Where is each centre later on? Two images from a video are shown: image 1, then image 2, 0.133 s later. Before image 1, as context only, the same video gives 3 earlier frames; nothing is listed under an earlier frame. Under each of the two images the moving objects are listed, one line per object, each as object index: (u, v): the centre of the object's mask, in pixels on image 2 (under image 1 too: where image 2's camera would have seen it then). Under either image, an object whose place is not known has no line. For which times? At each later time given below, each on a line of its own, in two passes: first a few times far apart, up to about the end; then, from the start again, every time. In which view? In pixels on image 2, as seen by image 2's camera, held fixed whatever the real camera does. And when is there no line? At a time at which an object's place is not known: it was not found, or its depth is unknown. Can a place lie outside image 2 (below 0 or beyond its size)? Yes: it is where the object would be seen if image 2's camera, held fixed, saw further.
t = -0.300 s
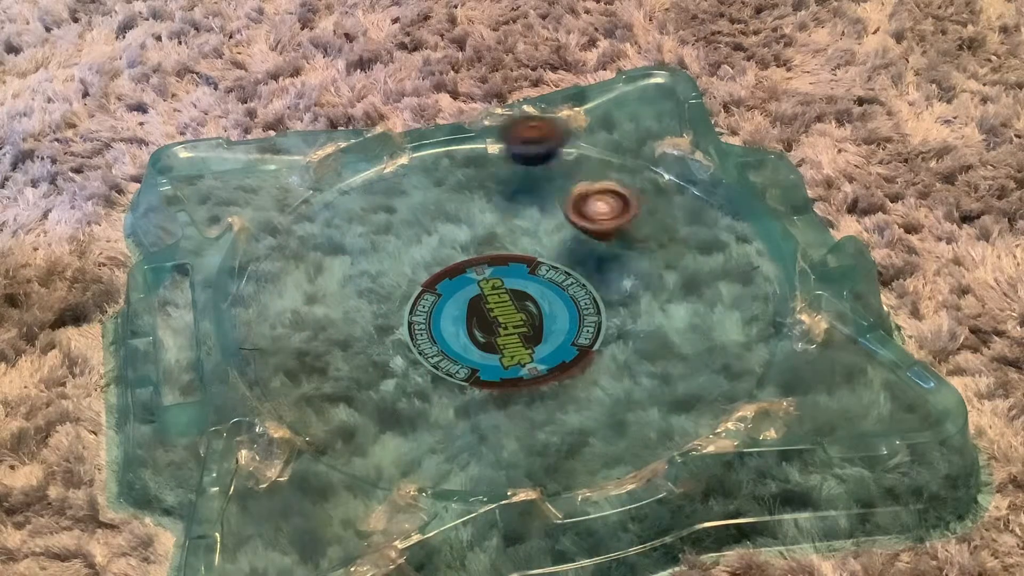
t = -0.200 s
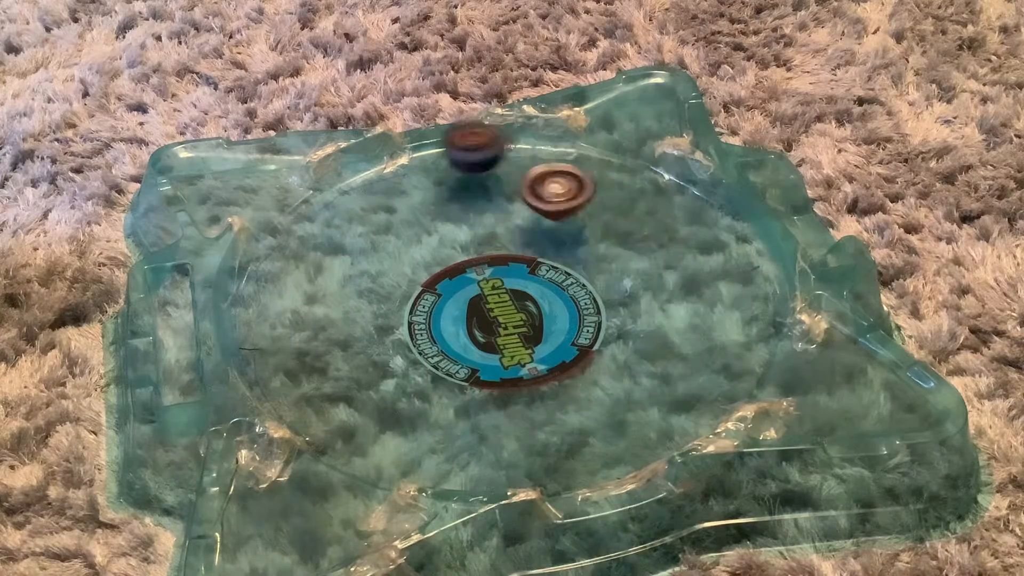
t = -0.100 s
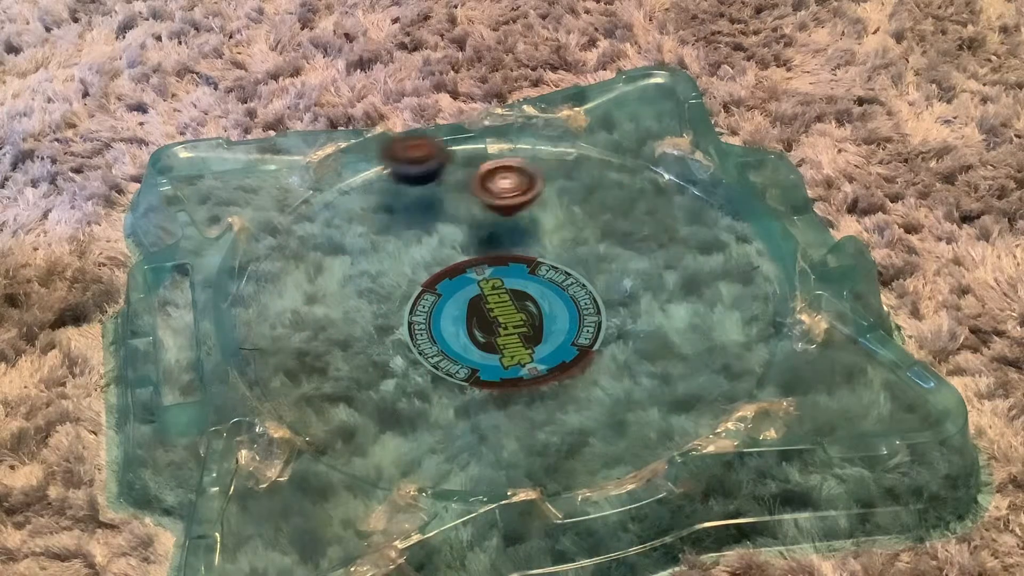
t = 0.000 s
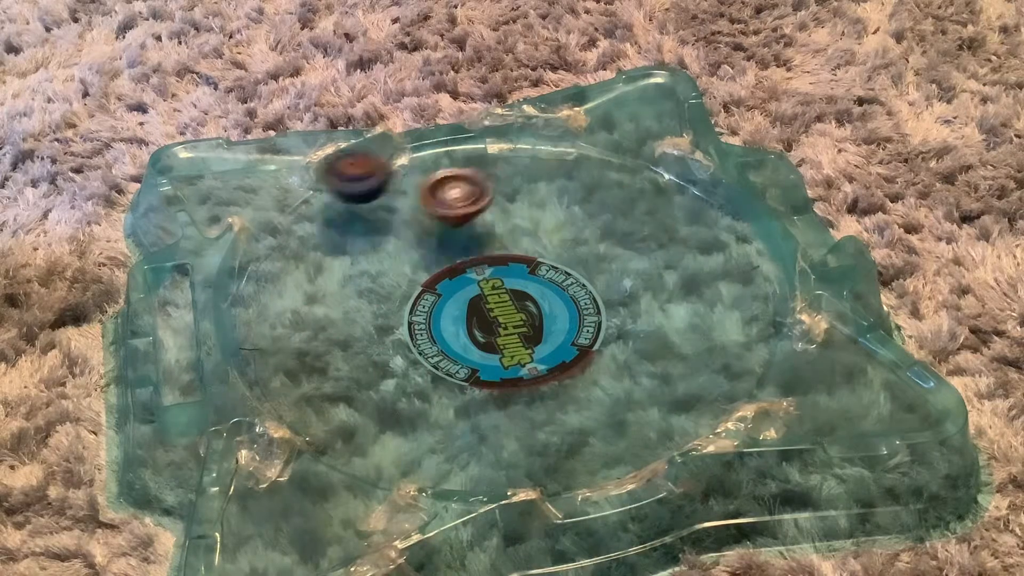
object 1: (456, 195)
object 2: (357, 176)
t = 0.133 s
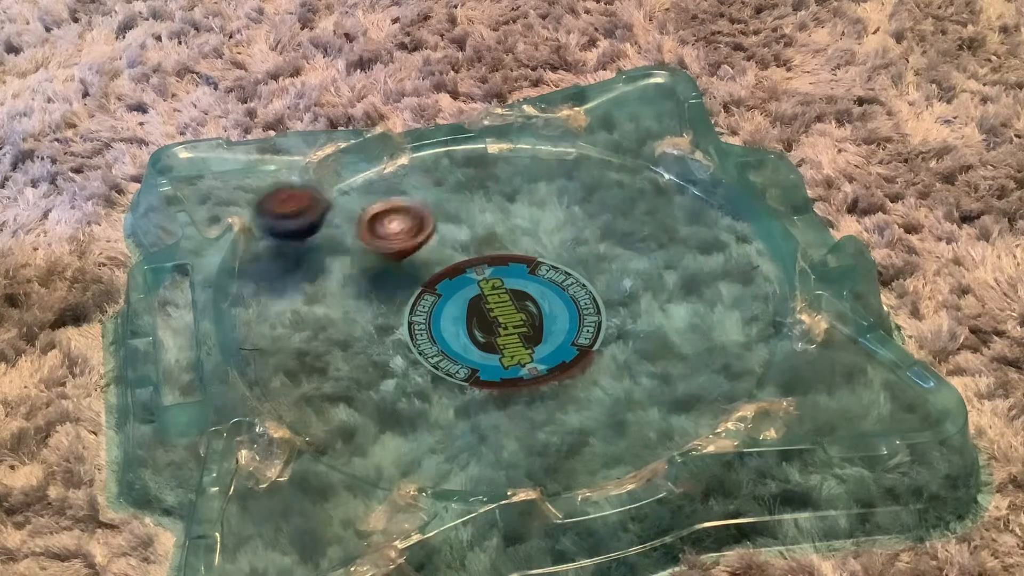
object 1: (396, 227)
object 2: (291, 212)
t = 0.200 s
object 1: (376, 251)
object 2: (283, 240)
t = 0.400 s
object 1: (408, 325)
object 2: (265, 322)
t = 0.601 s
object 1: (512, 355)
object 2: (338, 402)
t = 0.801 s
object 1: (581, 324)
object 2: (478, 425)
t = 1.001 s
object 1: (581, 289)
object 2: (608, 393)
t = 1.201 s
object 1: (549, 273)
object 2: (689, 322)
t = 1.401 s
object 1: (516, 273)
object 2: (677, 244)
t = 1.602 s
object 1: (491, 285)
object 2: (611, 191)
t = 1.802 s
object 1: (478, 298)
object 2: (519, 172)
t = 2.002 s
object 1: (475, 305)
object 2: (421, 186)
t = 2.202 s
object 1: (475, 308)
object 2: (344, 231)
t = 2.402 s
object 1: (480, 307)
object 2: (323, 295)
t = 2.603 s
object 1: (482, 298)
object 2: (349, 350)
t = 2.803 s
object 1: (505, 274)
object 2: (470, 372)
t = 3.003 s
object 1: (521, 263)
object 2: (590, 367)
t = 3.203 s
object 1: (511, 267)
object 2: (634, 299)
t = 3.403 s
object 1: (504, 281)
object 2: (599, 242)
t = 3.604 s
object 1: (510, 297)
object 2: (533, 217)
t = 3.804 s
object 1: (529, 302)
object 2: (475, 238)
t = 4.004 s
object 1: (555, 303)
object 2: (469, 281)
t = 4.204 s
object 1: (598, 305)
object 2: (450, 310)
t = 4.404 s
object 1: (593, 302)
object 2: (460, 338)
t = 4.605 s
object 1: (605, 301)
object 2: (463, 336)
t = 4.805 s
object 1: (682, 279)
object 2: (393, 328)
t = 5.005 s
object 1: (691, 279)
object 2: (364, 329)
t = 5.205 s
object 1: (674, 296)
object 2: (390, 327)
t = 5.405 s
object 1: (626, 317)
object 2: (445, 306)
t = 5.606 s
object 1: (561, 334)
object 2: (495, 275)
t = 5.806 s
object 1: (501, 339)
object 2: (539, 249)
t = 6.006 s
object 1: (450, 333)
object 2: (567, 228)
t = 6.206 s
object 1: (419, 321)
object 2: (568, 225)
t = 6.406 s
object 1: (417, 300)
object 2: (553, 250)
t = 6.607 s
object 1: (432, 276)
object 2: (544, 293)
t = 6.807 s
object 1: (462, 255)
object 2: (535, 336)
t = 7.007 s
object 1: (493, 251)
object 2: (538, 368)
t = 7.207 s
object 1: (521, 257)
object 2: (549, 368)
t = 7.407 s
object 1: (548, 269)
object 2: (515, 339)
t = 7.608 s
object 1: (569, 289)
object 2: (463, 312)
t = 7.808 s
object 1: (576, 314)
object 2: (420, 290)
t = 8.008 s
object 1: (565, 337)
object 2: (392, 279)
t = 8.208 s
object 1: (534, 349)
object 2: (409, 281)
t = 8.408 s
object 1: (494, 348)
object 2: (457, 277)
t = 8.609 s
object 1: (458, 334)
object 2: (510, 271)
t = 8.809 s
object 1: (433, 311)
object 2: (560, 267)
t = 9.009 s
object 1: (427, 285)
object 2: (593, 263)
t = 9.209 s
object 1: (438, 263)
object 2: (589, 265)
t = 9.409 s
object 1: (466, 246)
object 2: (561, 289)
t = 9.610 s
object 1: (501, 240)
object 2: (530, 320)
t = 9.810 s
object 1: (535, 244)
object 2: (504, 348)
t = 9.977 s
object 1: (563, 256)
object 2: (490, 365)
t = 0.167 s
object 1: (385, 238)
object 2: (283, 223)
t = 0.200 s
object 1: (376, 251)
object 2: (283, 240)
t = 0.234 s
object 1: (371, 261)
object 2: (280, 254)
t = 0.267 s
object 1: (367, 274)
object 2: (281, 270)
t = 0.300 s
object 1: (372, 287)
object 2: (277, 282)
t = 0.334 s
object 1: (382, 300)
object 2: (272, 296)
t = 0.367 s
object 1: (395, 312)
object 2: (268, 309)
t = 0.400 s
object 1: (408, 325)
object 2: (265, 322)
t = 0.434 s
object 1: (423, 337)
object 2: (268, 336)
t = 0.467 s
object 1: (440, 345)
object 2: (275, 352)
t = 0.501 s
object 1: (457, 350)
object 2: (289, 367)
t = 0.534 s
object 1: (476, 354)
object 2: (301, 379)
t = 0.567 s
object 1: (494, 356)
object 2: (320, 391)
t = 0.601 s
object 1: (512, 355)
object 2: (338, 402)
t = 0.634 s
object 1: (527, 352)
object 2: (360, 409)
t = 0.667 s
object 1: (541, 348)
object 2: (384, 415)
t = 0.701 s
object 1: (556, 342)
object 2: (406, 421)
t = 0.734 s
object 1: (566, 337)
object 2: (429, 423)
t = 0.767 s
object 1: (575, 332)
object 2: (454, 428)
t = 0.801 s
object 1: (581, 324)
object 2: (478, 425)
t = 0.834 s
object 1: (585, 318)
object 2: (502, 423)
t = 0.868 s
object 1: (587, 311)
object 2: (524, 421)
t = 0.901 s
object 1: (588, 304)
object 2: (549, 413)
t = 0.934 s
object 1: (587, 299)
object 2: (570, 408)
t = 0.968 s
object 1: (585, 294)
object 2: (591, 400)
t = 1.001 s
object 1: (581, 289)
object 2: (608, 393)
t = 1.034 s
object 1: (577, 286)
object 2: (631, 384)
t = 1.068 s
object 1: (572, 282)
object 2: (645, 374)
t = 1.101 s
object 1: (566, 277)
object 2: (661, 361)
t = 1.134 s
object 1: (561, 275)
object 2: (672, 350)
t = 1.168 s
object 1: (555, 275)
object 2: (683, 336)
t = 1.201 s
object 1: (549, 273)
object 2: (689, 322)
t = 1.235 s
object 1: (543, 272)
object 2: (692, 307)
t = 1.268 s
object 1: (537, 272)
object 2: (692, 294)
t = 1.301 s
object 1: (533, 270)
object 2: (691, 281)
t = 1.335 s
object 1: (527, 271)
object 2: (688, 268)
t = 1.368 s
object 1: (521, 271)
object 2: (683, 257)
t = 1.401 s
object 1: (516, 273)
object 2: (677, 244)
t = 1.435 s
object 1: (512, 274)
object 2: (668, 234)
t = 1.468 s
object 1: (507, 275)
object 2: (659, 224)
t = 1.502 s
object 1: (503, 276)
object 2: (648, 215)
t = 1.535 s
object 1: (499, 279)
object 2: (638, 206)
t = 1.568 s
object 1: (495, 282)
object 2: (626, 198)
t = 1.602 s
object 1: (491, 285)
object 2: (611, 191)
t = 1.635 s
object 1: (488, 287)
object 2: (598, 184)
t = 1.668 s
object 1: (485, 288)
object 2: (582, 180)
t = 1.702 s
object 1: (483, 291)
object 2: (568, 176)
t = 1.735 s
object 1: (481, 293)
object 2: (551, 173)
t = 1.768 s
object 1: (480, 296)
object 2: (536, 171)
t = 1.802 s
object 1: (478, 298)
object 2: (519, 172)
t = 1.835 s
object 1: (477, 299)
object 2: (502, 172)
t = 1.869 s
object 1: (476, 301)
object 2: (485, 172)
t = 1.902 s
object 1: (476, 302)
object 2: (470, 174)
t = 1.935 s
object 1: (475, 303)
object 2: (454, 177)
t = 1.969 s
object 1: (475, 304)
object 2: (437, 180)
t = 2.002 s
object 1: (475, 305)
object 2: (421, 186)
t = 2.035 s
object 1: (475, 306)
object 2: (406, 190)
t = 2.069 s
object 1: (475, 307)
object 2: (392, 197)
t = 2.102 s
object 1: (475, 307)
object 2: (377, 204)
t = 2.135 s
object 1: (475, 307)
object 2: (365, 211)
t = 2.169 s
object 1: (475, 307)
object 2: (354, 221)
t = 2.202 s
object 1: (475, 308)
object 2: (344, 231)
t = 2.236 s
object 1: (475, 307)
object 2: (337, 241)
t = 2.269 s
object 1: (475, 307)
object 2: (330, 253)
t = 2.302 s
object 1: (475, 307)
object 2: (325, 263)
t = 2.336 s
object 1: (476, 307)
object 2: (321, 274)
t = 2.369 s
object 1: (479, 307)
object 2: (323, 284)
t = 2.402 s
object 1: (480, 307)
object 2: (323, 295)
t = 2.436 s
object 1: (480, 306)
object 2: (322, 306)
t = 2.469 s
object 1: (481, 306)
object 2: (323, 318)
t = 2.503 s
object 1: (481, 305)
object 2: (326, 328)
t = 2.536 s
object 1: (481, 304)
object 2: (332, 337)
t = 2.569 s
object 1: (481, 302)
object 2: (341, 343)
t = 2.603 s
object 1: (482, 298)
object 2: (349, 350)
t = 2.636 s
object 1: (482, 294)
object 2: (365, 352)
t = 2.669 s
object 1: (483, 288)
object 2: (381, 355)
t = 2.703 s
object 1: (487, 283)
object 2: (399, 357)
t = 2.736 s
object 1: (491, 280)
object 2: (421, 361)
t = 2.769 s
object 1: (498, 276)
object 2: (444, 367)
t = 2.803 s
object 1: (505, 274)
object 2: (470, 372)
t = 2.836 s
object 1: (510, 269)
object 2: (492, 377)
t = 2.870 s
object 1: (515, 267)
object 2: (517, 380)
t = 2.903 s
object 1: (518, 265)
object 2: (540, 381)
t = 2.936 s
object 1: (520, 266)
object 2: (559, 380)
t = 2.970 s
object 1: (521, 264)
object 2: (577, 376)
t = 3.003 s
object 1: (521, 263)
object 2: (590, 367)
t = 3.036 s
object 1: (521, 262)
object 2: (604, 358)
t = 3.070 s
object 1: (519, 262)
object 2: (616, 346)
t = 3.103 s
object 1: (517, 262)
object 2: (624, 334)
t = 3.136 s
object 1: (514, 264)
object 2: (632, 321)
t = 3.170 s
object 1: (512, 265)
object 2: (634, 312)
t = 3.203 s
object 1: (511, 267)
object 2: (634, 299)
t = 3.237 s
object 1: (508, 269)
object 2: (632, 289)
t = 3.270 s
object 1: (507, 271)
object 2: (629, 279)
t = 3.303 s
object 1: (506, 273)
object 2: (624, 267)
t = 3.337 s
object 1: (505, 276)
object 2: (618, 258)
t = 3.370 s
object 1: (504, 279)
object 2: (608, 250)
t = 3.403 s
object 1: (504, 281)
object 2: (599, 242)
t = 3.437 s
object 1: (504, 285)
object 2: (590, 235)
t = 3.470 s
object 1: (505, 287)
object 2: (579, 229)
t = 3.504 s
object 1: (506, 290)
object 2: (568, 224)
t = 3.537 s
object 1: (507, 292)
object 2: (557, 221)
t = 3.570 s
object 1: (509, 295)
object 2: (544, 218)
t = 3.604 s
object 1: (510, 297)
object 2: (533, 217)
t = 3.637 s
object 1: (512, 298)
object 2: (521, 218)
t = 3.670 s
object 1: (514, 298)
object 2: (511, 219)
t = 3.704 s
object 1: (517, 299)
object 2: (501, 222)
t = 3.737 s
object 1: (520, 300)
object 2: (492, 228)
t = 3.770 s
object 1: (524, 300)
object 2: (483, 233)
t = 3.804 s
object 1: (529, 302)
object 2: (475, 238)
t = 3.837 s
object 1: (533, 302)
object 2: (469, 244)
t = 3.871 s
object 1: (537, 303)
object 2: (465, 252)
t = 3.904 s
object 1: (543, 304)
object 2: (462, 262)
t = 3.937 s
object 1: (547, 304)
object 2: (463, 268)
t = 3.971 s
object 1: (552, 304)
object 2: (466, 275)
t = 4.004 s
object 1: (555, 303)
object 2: (469, 281)
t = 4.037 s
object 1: (558, 303)
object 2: (474, 288)
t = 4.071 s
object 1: (569, 304)
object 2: (472, 292)
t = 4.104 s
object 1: (580, 305)
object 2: (469, 297)
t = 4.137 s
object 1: (588, 306)
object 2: (463, 301)
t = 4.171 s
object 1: (594, 306)
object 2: (455, 306)
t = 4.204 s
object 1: (598, 305)
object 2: (450, 310)
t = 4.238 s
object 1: (600, 304)
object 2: (448, 314)
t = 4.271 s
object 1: (601, 304)
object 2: (446, 319)
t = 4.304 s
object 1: (601, 303)
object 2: (447, 327)
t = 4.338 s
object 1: (599, 302)
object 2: (451, 331)
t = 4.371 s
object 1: (596, 302)
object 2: (454, 335)
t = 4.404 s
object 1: (593, 302)
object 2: (460, 338)
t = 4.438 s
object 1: (588, 302)
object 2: (469, 340)
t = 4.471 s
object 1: (584, 302)
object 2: (474, 342)
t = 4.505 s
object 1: (580, 303)
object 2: (481, 342)
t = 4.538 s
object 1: (574, 304)
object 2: (488, 342)
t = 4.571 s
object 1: (579, 303)
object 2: (483, 342)
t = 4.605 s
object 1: (605, 301)
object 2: (463, 336)
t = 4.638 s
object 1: (628, 298)
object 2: (447, 336)
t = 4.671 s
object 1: (645, 294)
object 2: (435, 335)
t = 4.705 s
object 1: (659, 290)
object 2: (423, 332)
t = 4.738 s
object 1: (669, 285)
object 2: (413, 330)
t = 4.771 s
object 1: (676, 282)
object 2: (402, 329)
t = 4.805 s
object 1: (682, 279)
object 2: (393, 328)
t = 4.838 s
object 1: (686, 276)
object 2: (385, 329)
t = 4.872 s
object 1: (688, 275)
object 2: (378, 330)
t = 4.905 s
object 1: (690, 275)
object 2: (372, 331)
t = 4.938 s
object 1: (691, 276)
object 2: (367, 331)
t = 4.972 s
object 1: (691, 277)
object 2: (365, 331)
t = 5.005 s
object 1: (691, 279)
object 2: (364, 329)
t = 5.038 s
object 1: (690, 281)
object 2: (364, 331)
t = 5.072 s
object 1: (689, 284)
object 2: (365, 331)
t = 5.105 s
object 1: (686, 287)
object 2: (368, 329)
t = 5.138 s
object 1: (682, 290)
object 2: (374, 331)
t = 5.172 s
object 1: (678, 293)
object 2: (381, 329)
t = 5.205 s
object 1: (674, 296)
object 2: (390, 327)
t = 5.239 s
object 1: (668, 300)
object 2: (400, 326)
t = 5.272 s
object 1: (661, 304)
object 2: (411, 323)
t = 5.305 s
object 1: (654, 307)
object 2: (418, 320)
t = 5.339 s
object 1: (646, 310)
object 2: (429, 316)
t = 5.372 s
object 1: (636, 314)
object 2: (436, 310)
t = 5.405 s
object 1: (626, 317)
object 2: (445, 306)
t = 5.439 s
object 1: (615, 321)
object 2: (453, 300)
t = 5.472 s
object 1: (605, 324)
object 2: (462, 295)
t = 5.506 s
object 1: (595, 326)
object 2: (470, 290)
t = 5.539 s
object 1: (583, 329)
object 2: (478, 285)
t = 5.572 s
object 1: (572, 332)
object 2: (486, 280)
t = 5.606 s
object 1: (561, 334)
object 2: (495, 275)
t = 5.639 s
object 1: (551, 334)
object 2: (503, 269)
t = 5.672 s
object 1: (538, 336)
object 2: (510, 265)
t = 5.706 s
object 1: (529, 338)
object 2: (516, 261)
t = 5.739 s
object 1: (519, 339)
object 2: (525, 256)
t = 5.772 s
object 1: (511, 339)
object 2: (532, 253)
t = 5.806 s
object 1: (501, 339)
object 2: (539, 249)
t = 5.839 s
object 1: (491, 339)
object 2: (546, 245)
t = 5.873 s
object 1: (484, 340)
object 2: (551, 242)
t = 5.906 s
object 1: (475, 339)
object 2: (556, 239)
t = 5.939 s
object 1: (467, 338)
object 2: (560, 235)
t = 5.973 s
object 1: (459, 335)
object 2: (564, 231)
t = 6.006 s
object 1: (450, 333)
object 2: (567, 228)
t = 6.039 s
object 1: (443, 332)
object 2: (569, 226)
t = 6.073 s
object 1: (437, 330)
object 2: (570, 223)
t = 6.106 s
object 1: (431, 327)
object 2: (571, 222)
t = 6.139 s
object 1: (426, 325)
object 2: (571, 223)
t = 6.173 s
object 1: (423, 324)
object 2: (571, 223)
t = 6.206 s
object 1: (419, 321)
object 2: (568, 225)
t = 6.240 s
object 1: (417, 318)
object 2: (567, 227)
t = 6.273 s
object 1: (415, 315)
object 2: (565, 230)
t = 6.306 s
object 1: (415, 311)
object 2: (562, 235)
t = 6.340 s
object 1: (415, 308)
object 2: (558, 240)
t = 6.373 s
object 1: (416, 303)
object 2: (556, 246)
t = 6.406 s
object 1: (417, 300)
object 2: (553, 250)
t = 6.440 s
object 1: (418, 296)
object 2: (553, 257)
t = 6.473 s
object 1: (420, 291)
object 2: (552, 264)
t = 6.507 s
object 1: (423, 288)
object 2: (550, 271)
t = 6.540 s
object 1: (426, 284)
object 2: (548, 278)
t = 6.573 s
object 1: (429, 280)
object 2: (546, 284)
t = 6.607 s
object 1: (432, 276)
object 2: (544, 293)
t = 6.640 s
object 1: (437, 272)
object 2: (544, 301)
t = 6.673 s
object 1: (442, 269)
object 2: (542, 309)
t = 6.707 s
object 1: (446, 265)
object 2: (541, 317)
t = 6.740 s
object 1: (451, 262)
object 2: (539, 323)
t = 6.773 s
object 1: (456, 258)
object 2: (537, 328)
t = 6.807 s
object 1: (462, 255)
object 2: (535, 336)
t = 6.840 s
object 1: (467, 254)
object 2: (533, 343)
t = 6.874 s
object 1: (473, 252)
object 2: (533, 349)
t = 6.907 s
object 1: (479, 251)
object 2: (534, 354)
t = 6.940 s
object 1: (484, 250)
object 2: (534, 362)
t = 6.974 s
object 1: (488, 250)
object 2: (536, 366)
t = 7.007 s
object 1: (493, 251)
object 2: (538, 368)
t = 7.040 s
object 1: (498, 252)
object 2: (542, 371)
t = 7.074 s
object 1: (503, 252)
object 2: (544, 372)
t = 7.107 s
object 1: (508, 254)
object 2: (547, 373)
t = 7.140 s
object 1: (512, 255)
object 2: (548, 373)
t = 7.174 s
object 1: (516, 256)
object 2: (549, 372)
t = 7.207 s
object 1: (521, 257)
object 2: (549, 368)
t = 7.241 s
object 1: (527, 259)
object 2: (547, 365)
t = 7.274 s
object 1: (531, 261)
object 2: (543, 359)
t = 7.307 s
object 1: (536, 262)
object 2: (537, 357)
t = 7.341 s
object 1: (541, 265)
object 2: (531, 349)
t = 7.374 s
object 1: (544, 267)
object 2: (522, 343)
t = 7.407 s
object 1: (548, 269)
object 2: (515, 339)
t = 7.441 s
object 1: (553, 272)
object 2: (510, 336)
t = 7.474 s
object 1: (557, 275)
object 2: (502, 331)
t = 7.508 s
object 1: (560, 278)
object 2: (492, 326)
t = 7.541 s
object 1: (564, 282)
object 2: (483, 322)
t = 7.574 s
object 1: (567, 286)
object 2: (472, 318)
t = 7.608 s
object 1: (569, 289)
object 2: (463, 312)
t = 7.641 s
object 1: (571, 293)
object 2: (456, 307)
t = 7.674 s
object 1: (573, 297)
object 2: (449, 304)
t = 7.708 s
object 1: (575, 301)
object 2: (440, 299)
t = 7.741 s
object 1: (575, 305)
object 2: (433, 296)
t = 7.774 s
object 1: (576, 310)
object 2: (427, 293)
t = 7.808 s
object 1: (576, 314)
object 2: (420, 290)
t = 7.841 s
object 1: (576, 320)
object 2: (413, 287)
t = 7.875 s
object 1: (575, 323)
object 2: (406, 284)
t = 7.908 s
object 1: (573, 327)
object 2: (401, 281)
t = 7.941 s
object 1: (571, 331)
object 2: (398, 281)
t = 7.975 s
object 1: (568, 335)
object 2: (394, 279)
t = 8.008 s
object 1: (565, 337)
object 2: (392, 279)
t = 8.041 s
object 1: (560, 340)
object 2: (391, 279)
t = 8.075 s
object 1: (556, 344)
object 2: (392, 279)
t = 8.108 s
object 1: (550, 345)
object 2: (395, 280)
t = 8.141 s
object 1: (545, 347)
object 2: (398, 280)
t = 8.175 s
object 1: (539, 348)
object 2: (403, 281)
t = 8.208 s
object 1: (534, 349)
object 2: (409, 281)
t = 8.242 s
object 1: (528, 351)
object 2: (417, 282)
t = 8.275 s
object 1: (521, 351)
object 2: (424, 282)
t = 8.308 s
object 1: (515, 351)
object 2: (432, 281)
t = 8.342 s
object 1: (508, 350)
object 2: (441, 279)
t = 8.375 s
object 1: (501, 349)
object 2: (450, 277)
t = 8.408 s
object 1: (494, 348)
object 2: (457, 277)
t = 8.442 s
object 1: (487, 346)
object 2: (465, 276)
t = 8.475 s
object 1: (480, 345)
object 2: (476, 276)
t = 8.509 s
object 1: (474, 342)
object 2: (484, 273)
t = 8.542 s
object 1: (469, 340)
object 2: (492, 273)
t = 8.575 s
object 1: (463, 337)
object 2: (501, 271)
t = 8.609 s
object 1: (458, 334)
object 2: (510, 271)
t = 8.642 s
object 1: (452, 331)
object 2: (518, 270)
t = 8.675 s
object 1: (447, 327)
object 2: (527, 271)
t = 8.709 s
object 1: (443, 324)
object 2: (536, 270)
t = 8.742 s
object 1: (438, 320)
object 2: (544, 269)
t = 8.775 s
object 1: (435, 316)
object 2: (553, 268)
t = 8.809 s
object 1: (433, 311)
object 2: (560, 267)
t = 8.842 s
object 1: (431, 307)
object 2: (568, 267)
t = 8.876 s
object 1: (429, 302)
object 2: (573, 267)
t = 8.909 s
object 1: (428, 298)
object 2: (580, 266)
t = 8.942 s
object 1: (427, 294)
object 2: (585, 265)
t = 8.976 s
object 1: (427, 290)
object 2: (589, 264)
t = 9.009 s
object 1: (427, 285)
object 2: (593, 263)
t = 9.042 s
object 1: (428, 281)
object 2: (596, 261)
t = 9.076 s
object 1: (429, 277)
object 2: (596, 261)
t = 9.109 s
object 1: (430, 274)
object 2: (597, 261)
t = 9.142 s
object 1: (433, 269)
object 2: (595, 261)
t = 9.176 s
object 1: (435, 266)
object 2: (593, 262)
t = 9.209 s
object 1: (438, 263)
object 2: (589, 265)
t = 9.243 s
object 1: (442, 260)
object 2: (585, 266)
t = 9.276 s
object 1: (446, 257)
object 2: (580, 269)
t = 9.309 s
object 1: (451, 254)
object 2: (575, 274)
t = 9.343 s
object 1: (455, 252)
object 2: (570, 279)
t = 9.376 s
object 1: (461, 249)
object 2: (565, 283)
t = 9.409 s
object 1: (466, 246)
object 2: (561, 289)
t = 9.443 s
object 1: (471, 245)
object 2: (557, 293)
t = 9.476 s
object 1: (476, 243)
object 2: (550, 299)
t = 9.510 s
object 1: (482, 241)
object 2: (547, 304)
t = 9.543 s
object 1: (488, 241)
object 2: (542, 310)
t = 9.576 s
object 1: (494, 240)
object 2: (537, 315)
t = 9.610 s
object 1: (501, 240)
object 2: (530, 320)
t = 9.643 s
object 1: (506, 240)
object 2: (525, 324)
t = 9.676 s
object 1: (512, 240)
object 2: (519, 330)
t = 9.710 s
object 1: (518, 241)
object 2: (513, 333)
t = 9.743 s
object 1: (524, 242)
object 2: (513, 339)
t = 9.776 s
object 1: (530, 243)
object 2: (508, 342)
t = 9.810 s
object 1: (535, 244)
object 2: (504, 348)
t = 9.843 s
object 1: (541, 246)
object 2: (498, 358)
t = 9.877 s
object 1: (547, 248)
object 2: (496, 361)
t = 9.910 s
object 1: (553, 250)
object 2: (493, 363)
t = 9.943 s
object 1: (559, 253)
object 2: (491, 364)
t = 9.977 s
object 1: (563, 256)
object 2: (490, 365)
